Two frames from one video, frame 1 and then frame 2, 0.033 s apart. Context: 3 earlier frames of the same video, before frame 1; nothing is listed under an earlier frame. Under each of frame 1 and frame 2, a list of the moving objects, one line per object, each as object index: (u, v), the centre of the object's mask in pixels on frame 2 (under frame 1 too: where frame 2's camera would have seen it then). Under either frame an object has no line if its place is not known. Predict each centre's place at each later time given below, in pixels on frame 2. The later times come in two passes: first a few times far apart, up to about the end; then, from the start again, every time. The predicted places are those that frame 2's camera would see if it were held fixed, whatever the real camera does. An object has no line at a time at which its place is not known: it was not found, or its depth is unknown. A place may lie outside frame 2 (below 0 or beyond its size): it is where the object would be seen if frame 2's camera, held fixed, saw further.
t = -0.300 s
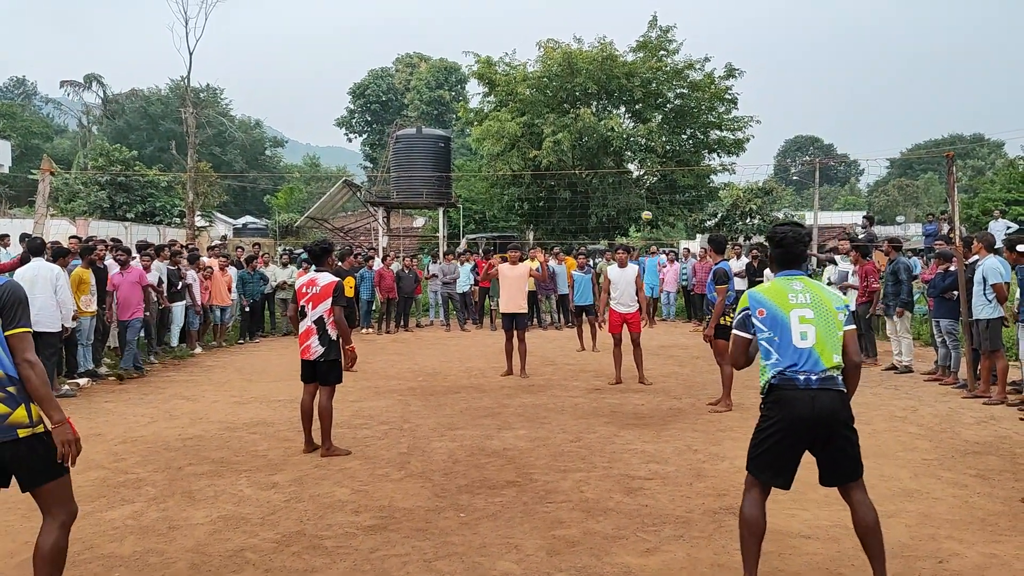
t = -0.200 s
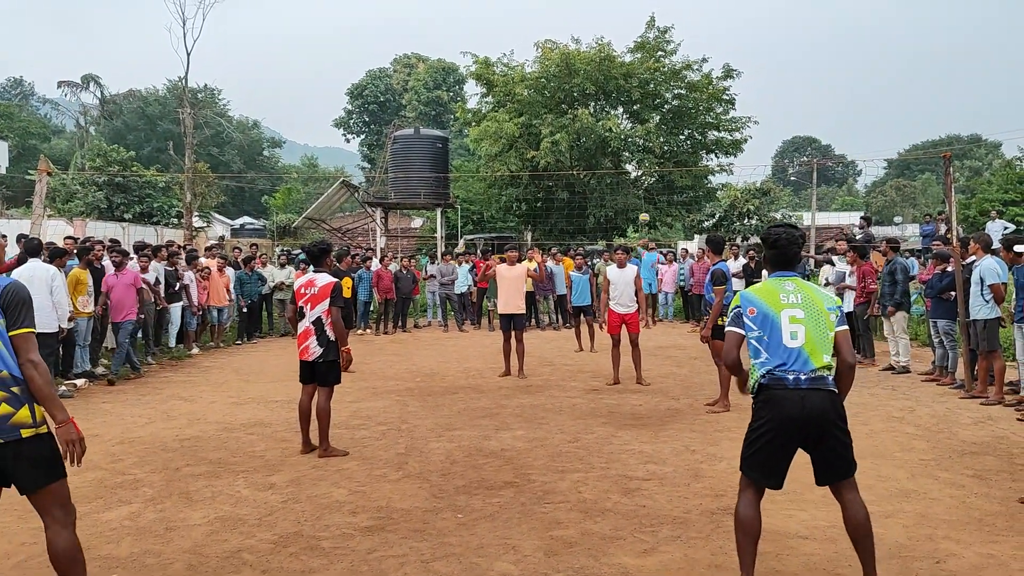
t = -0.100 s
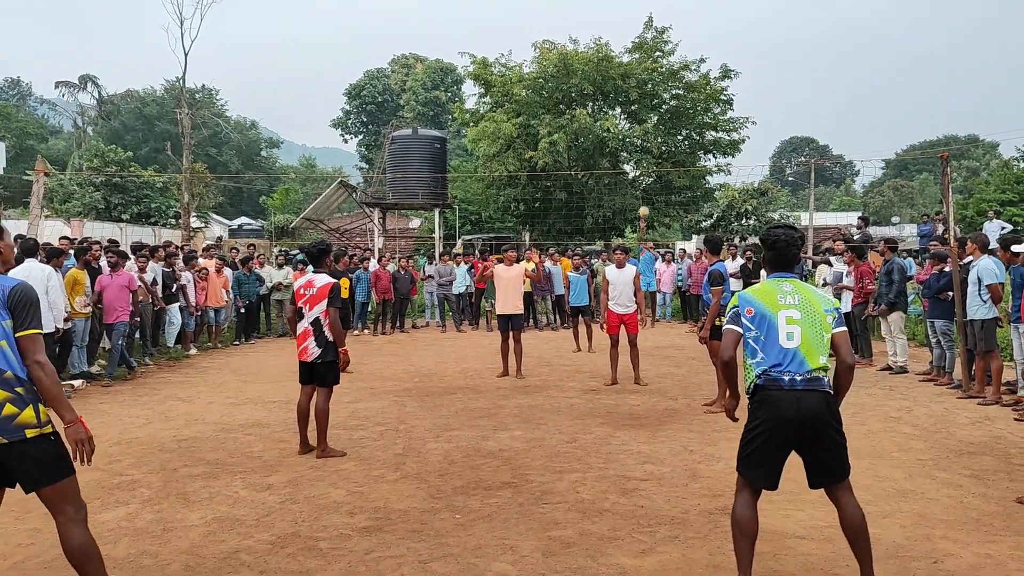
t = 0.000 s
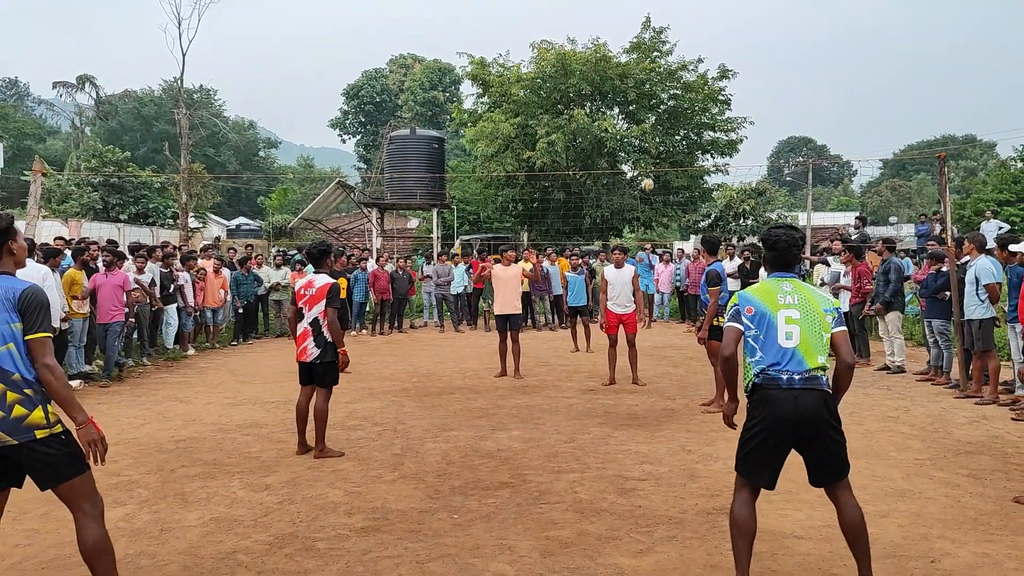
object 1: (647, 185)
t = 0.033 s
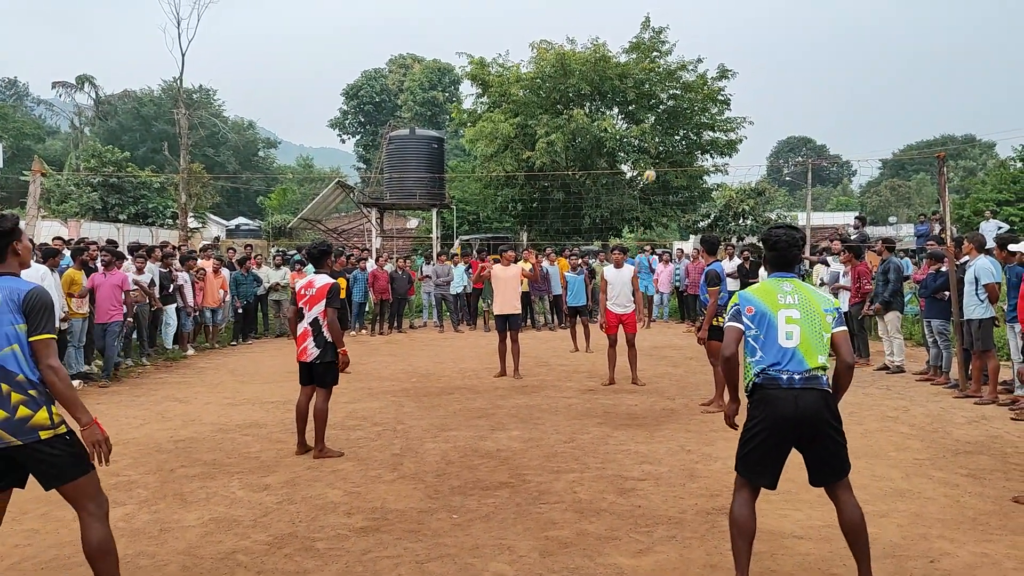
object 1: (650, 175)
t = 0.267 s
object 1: (675, 118)
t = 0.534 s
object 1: (728, 64)
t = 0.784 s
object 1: (825, 49)
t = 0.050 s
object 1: (651, 172)
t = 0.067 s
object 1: (652, 167)
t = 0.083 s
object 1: (653, 163)
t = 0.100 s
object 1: (655, 159)
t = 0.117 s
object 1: (657, 154)
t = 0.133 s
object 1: (658, 150)
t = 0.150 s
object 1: (660, 145)
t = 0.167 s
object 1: (662, 141)
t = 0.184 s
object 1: (664, 138)
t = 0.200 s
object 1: (666, 133)
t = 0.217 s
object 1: (668, 129)
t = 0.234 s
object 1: (671, 125)
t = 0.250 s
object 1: (673, 121)
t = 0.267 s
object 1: (675, 118)
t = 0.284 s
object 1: (677, 113)
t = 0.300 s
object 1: (679, 110)
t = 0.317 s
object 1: (682, 106)
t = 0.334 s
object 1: (685, 102)
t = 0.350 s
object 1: (688, 98)
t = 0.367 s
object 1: (691, 95)
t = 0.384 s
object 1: (694, 90)
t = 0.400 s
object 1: (697, 87)
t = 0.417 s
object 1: (700, 85)
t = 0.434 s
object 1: (704, 81)
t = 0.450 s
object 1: (707, 78)
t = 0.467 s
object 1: (713, 74)
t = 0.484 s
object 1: (716, 72)
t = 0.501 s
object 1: (720, 69)
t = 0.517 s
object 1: (724, 67)
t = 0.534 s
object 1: (728, 64)
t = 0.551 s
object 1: (733, 62)
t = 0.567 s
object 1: (738, 60)
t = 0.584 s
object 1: (742, 58)
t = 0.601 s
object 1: (748, 56)
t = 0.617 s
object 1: (753, 54)
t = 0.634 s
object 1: (758, 52)
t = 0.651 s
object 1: (764, 51)
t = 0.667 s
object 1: (770, 50)
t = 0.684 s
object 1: (776, 49)
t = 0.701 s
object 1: (783, 49)
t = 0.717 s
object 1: (790, 48)
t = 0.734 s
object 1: (798, 48)
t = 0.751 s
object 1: (806, 48)
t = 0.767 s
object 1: (815, 49)
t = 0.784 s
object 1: (825, 49)
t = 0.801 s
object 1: (835, 50)
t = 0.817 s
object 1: (845, 52)
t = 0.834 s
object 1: (857, 54)
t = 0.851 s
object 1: (869, 56)
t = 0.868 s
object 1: (882, 59)
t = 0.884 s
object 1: (896, 62)
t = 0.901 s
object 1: (911, 65)
